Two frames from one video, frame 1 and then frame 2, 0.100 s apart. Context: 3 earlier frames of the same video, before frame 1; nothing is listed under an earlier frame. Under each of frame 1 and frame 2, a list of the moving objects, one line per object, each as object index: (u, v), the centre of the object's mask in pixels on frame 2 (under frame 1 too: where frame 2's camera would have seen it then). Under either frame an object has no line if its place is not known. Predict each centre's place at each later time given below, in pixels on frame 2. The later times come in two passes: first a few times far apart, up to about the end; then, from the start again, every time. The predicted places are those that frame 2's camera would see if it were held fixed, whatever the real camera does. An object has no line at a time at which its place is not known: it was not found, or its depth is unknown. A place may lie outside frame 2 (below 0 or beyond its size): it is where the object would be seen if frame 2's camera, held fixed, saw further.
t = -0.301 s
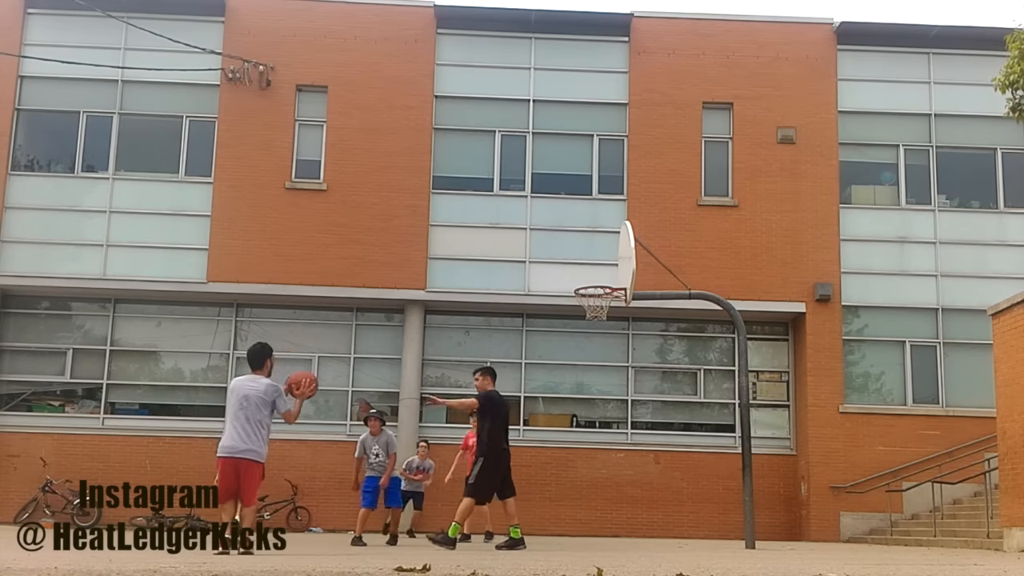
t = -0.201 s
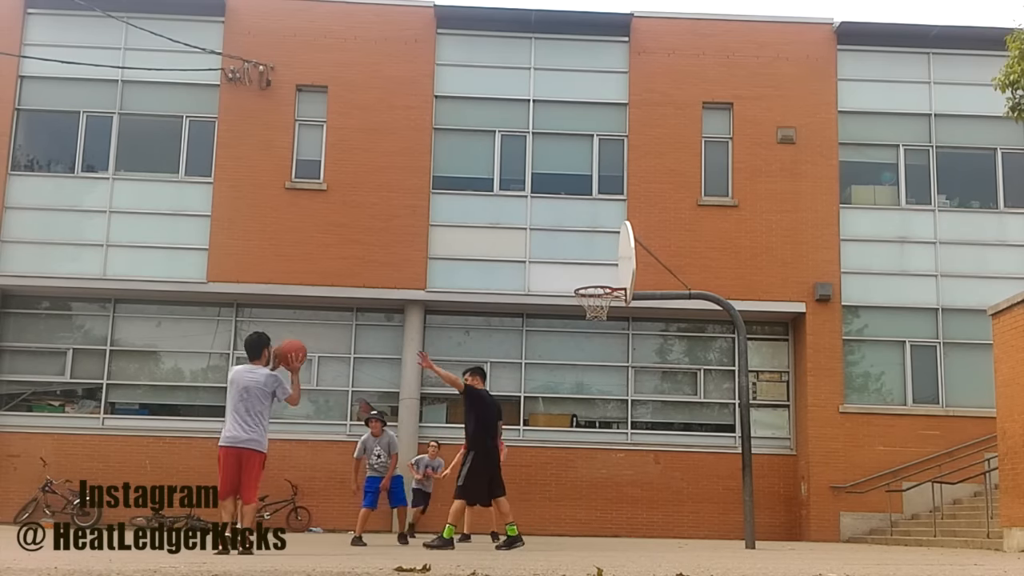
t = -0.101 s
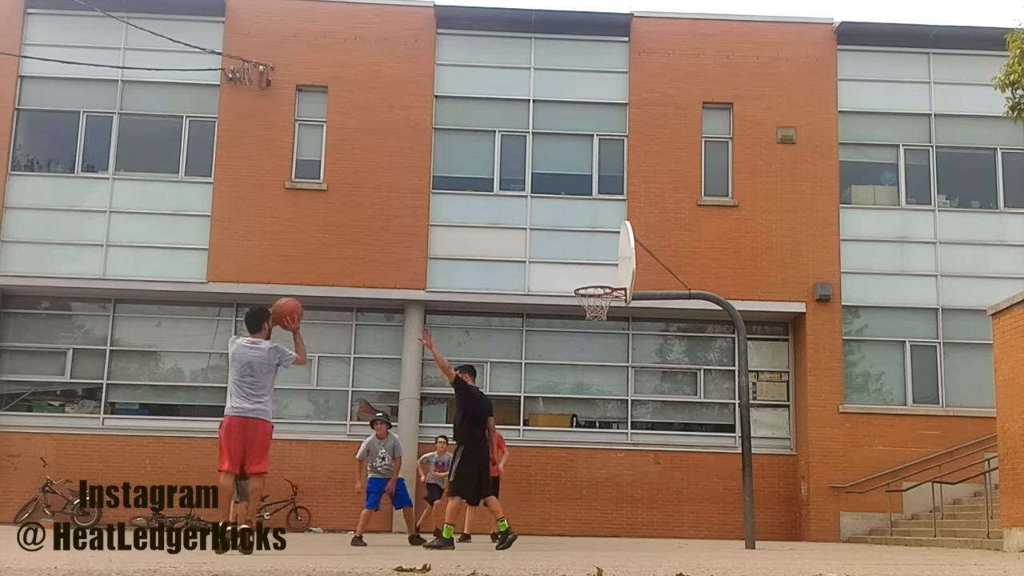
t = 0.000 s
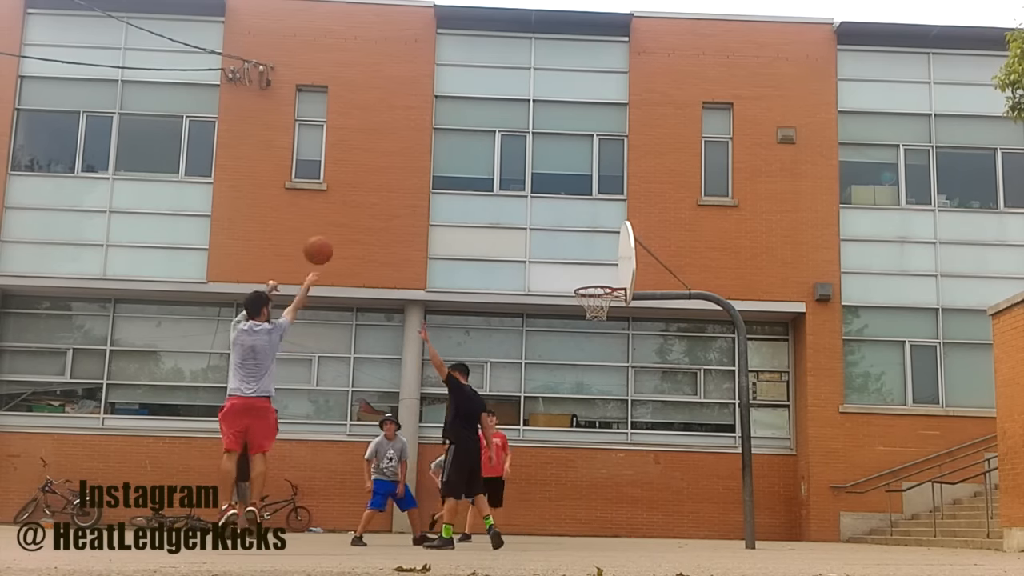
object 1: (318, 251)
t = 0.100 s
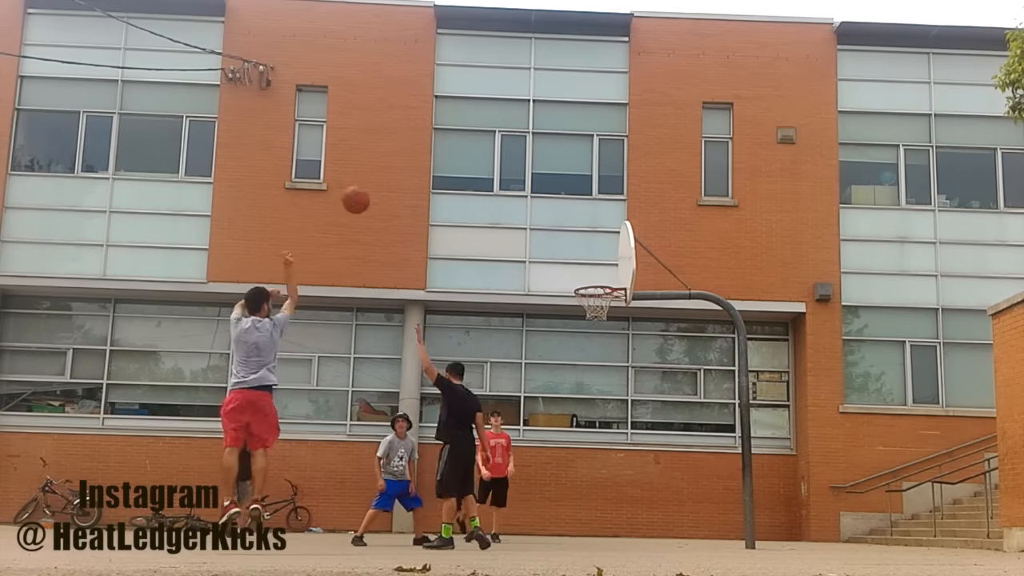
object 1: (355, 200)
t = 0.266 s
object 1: (411, 147)
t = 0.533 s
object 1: (483, 128)
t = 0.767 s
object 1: (535, 164)
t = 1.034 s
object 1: (584, 253)
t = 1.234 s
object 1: (601, 316)
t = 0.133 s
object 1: (367, 186)
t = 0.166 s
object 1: (379, 174)
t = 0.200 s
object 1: (390, 164)
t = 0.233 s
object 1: (400, 155)
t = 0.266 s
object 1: (411, 147)
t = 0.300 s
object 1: (421, 141)
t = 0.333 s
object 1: (430, 136)
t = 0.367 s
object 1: (440, 132)
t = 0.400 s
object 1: (449, 129)
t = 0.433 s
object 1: (458, 127)
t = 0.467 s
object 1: (467, 127)
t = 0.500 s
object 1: (475, 127)
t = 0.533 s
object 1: (483, 128)
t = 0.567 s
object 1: (491, 131)
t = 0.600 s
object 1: (499, 134)
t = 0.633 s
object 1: (506, 139)
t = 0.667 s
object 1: (514, 144)
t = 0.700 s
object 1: (521, 150)
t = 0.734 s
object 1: (528, 157)
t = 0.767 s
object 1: (535, 164)
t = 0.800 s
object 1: (541, 173)
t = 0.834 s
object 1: (548, 182)
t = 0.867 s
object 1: (554, 192)
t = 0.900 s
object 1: (560, 203)
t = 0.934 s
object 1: (567, 215)
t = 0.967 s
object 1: (573, 227)
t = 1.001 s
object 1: (578, 240)
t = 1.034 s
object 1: (584, 253)
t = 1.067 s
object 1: (589, 268)
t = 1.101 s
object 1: (595, 282)
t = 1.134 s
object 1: (599, 295)
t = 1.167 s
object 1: (604, 304)
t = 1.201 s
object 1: (601, 313)
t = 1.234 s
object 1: (601, 316)
